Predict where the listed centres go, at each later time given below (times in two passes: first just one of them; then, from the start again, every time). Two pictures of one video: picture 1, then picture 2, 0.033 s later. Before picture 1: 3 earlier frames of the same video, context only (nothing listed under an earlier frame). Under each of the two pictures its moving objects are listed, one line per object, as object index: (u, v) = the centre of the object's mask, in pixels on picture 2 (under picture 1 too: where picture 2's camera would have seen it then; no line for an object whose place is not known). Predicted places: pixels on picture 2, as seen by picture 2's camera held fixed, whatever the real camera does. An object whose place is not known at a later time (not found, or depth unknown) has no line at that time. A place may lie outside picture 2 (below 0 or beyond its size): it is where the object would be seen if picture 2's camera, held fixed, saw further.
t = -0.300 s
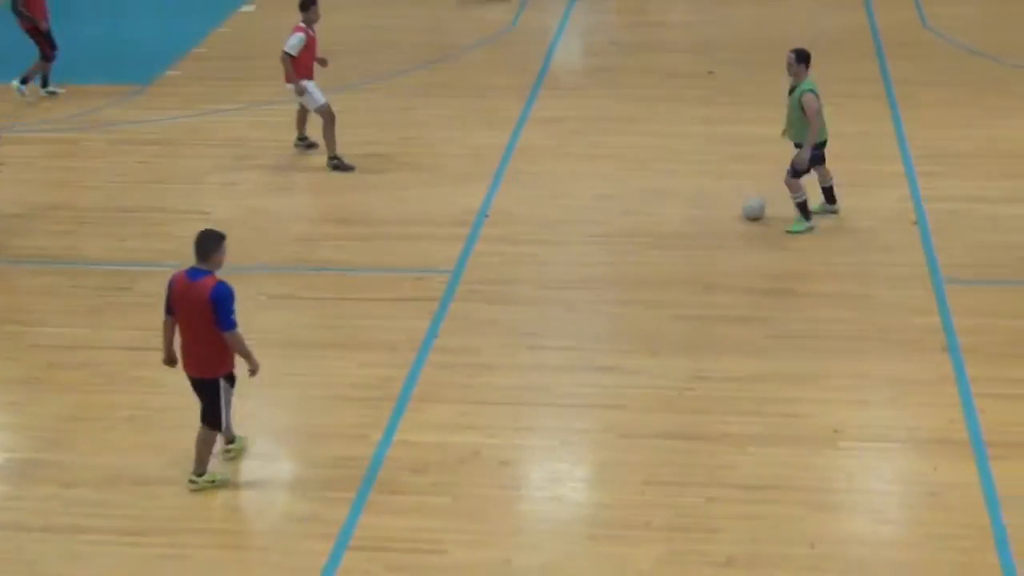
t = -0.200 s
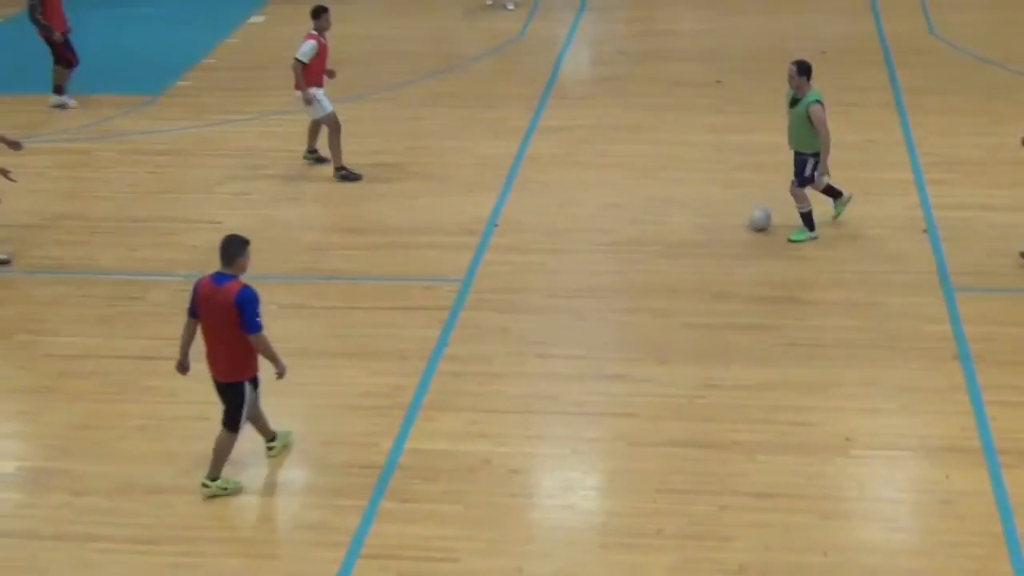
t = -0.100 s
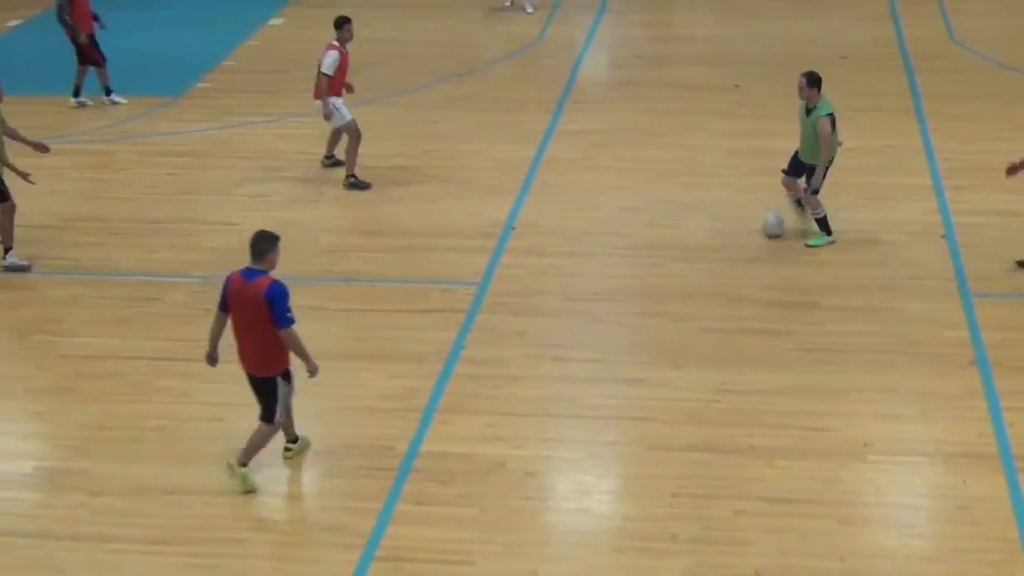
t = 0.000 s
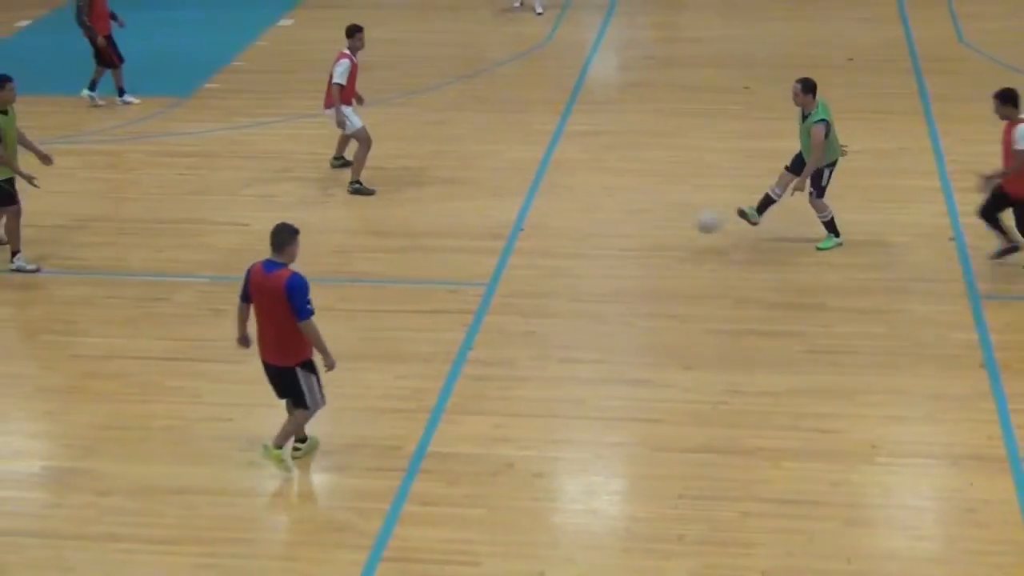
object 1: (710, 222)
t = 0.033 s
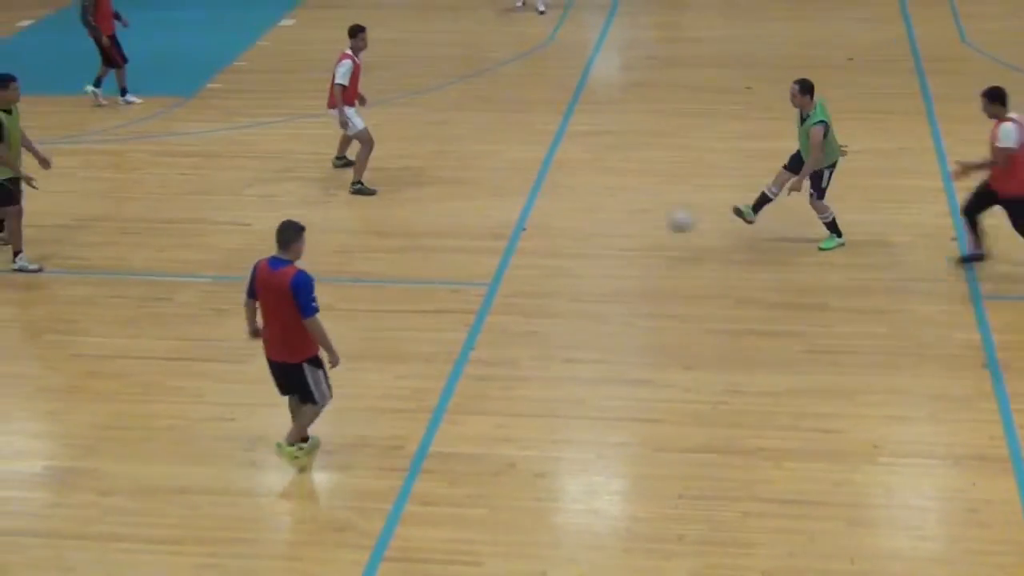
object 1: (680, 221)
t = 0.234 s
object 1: (489, 243)
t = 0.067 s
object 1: (650, 223)
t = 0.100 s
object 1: (620, 227)
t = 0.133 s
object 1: (586, 229)
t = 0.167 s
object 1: (555, 232)
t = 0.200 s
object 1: (524, 238)
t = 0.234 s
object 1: (489, 243)
